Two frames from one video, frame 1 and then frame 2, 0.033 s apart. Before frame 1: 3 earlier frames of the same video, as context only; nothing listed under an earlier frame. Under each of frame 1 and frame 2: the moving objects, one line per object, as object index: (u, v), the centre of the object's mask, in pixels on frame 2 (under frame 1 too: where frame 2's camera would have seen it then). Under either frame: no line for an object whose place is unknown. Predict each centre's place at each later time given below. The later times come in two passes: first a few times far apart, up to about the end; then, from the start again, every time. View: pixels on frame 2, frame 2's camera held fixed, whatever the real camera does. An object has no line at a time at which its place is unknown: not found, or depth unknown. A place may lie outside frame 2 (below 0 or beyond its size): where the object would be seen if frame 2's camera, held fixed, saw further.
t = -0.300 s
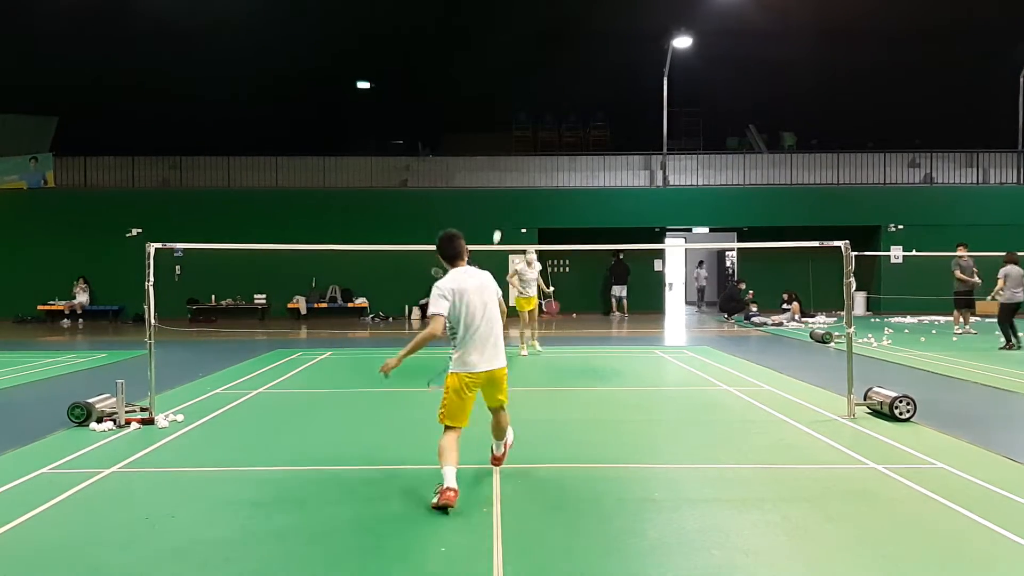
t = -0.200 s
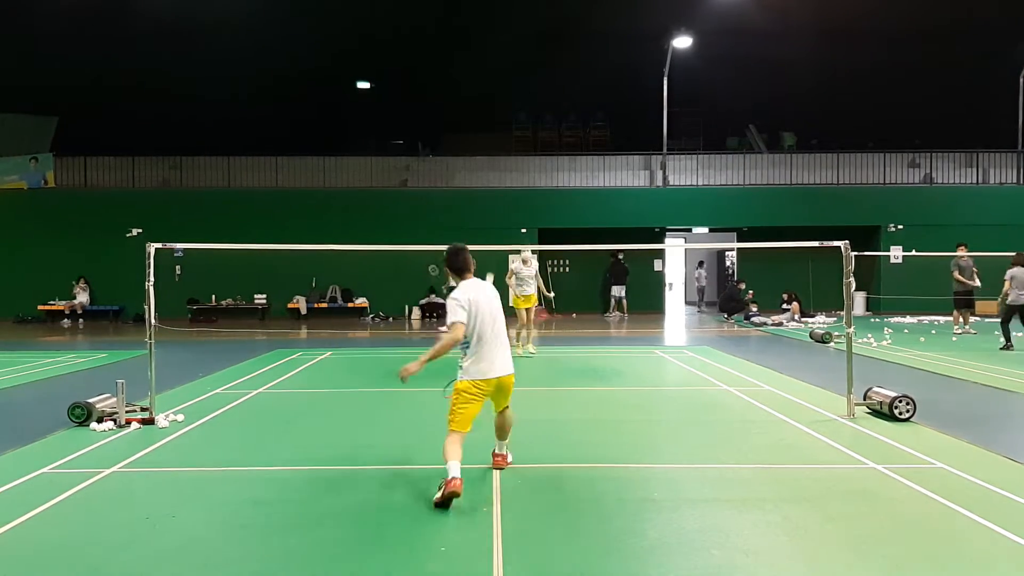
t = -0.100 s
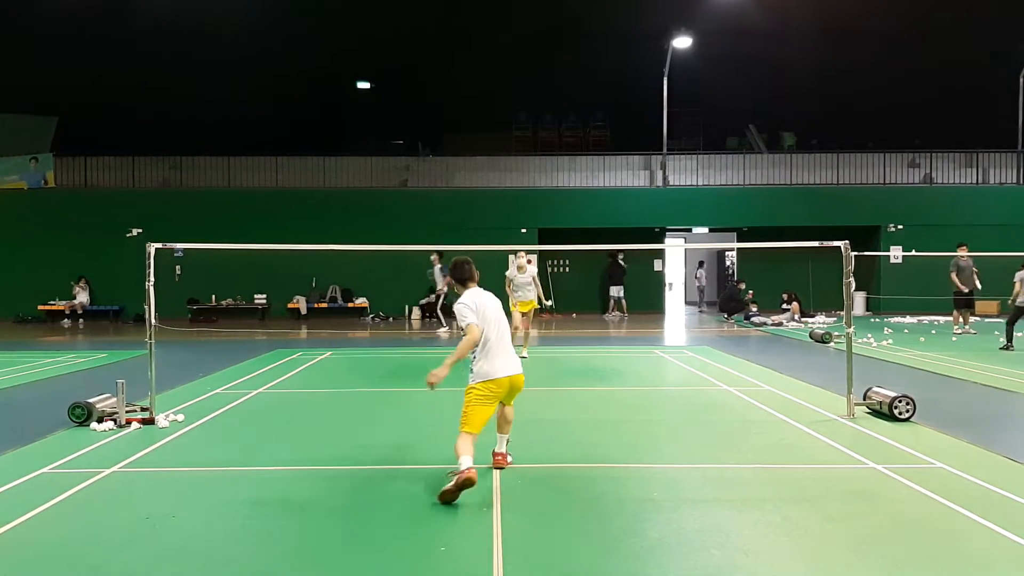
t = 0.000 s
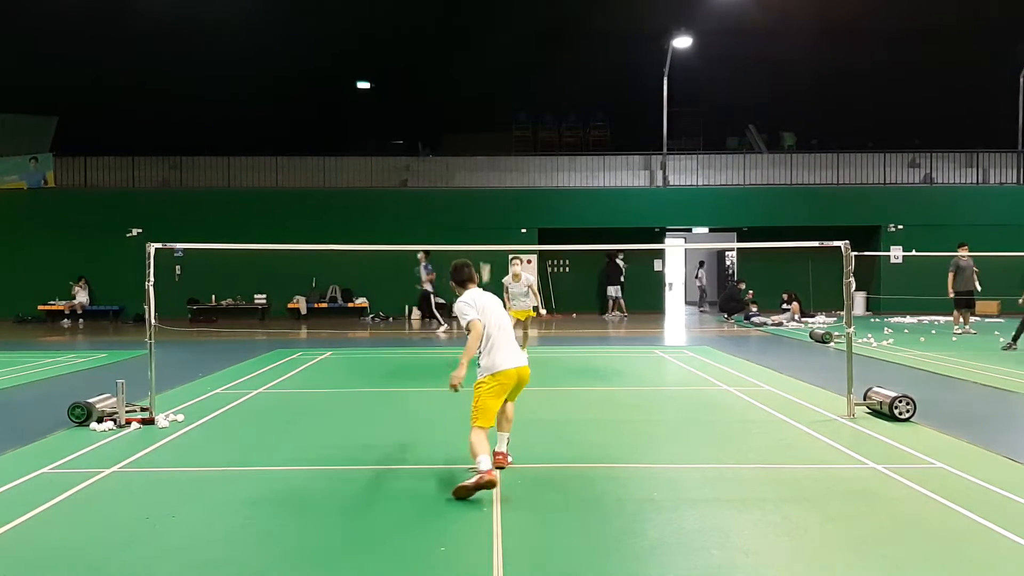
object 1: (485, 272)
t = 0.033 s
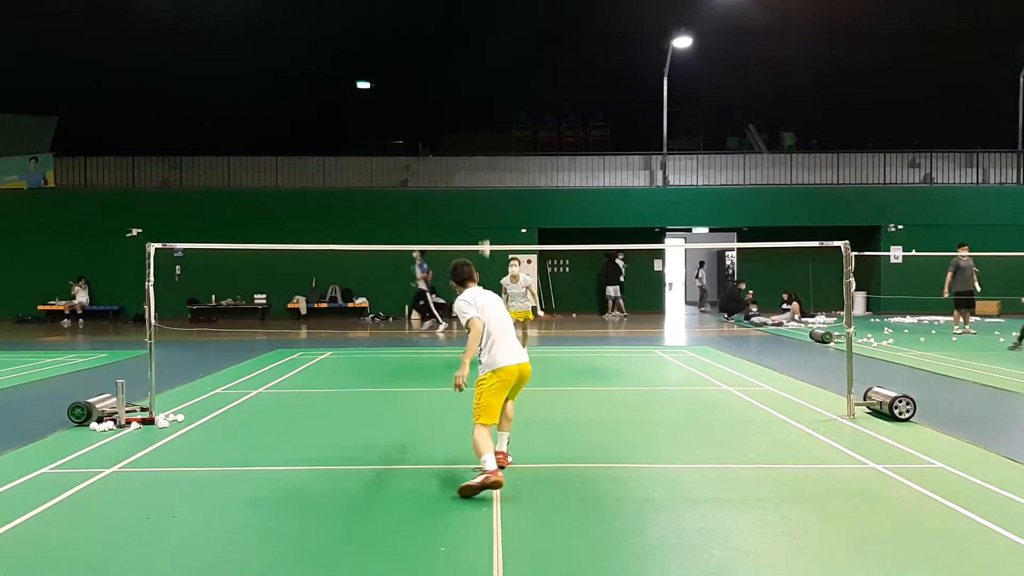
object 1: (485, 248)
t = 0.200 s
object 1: (478, 175)
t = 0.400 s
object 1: (480, 145)
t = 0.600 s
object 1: (483, 157)
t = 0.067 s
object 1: (484, 229)
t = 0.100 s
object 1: (483, 212)
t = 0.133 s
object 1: (482, 198)
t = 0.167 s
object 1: (480, 186)
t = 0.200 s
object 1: (478, 175)
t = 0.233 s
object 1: (477, 165)
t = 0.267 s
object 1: (477, 157)
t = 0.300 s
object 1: (478, 152)
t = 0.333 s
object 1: (478, 148)
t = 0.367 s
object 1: (479, 146)
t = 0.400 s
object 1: (480, 145)
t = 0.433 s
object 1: (481, 145)
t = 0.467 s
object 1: (482, 146)
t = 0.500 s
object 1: (482, 148)
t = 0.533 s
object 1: (483, 150)
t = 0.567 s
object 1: (483, 153)
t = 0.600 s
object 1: (483, 157)
